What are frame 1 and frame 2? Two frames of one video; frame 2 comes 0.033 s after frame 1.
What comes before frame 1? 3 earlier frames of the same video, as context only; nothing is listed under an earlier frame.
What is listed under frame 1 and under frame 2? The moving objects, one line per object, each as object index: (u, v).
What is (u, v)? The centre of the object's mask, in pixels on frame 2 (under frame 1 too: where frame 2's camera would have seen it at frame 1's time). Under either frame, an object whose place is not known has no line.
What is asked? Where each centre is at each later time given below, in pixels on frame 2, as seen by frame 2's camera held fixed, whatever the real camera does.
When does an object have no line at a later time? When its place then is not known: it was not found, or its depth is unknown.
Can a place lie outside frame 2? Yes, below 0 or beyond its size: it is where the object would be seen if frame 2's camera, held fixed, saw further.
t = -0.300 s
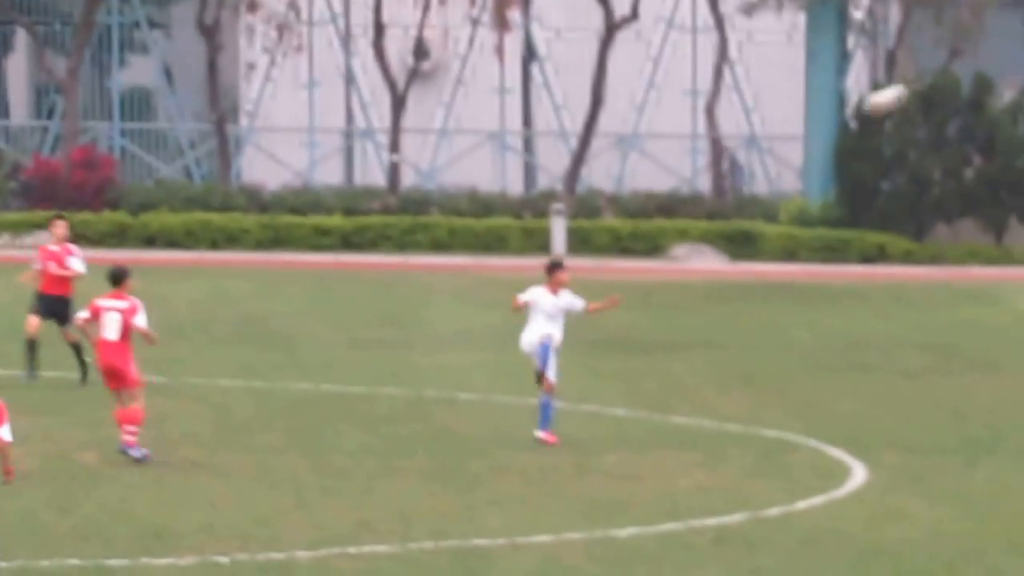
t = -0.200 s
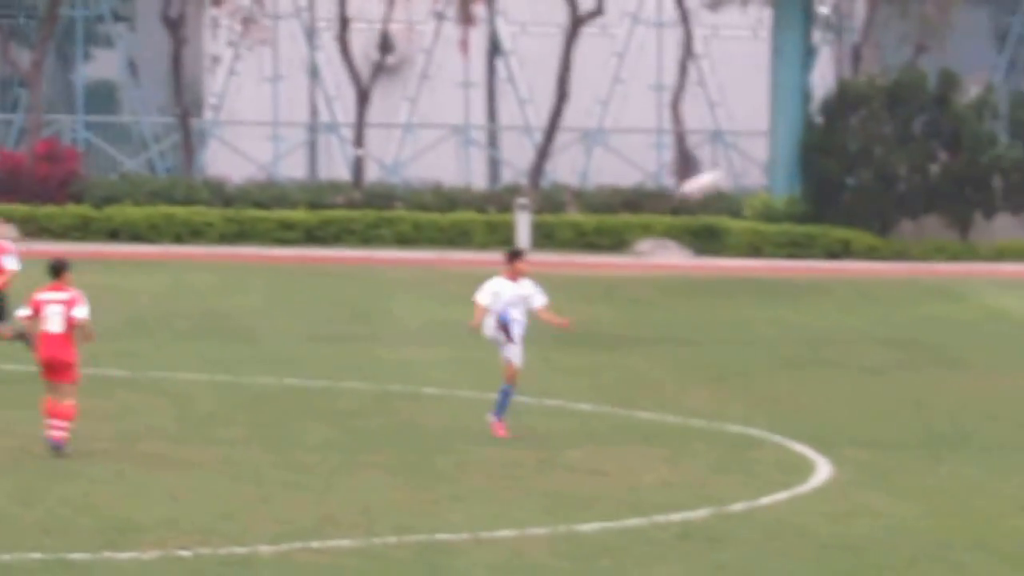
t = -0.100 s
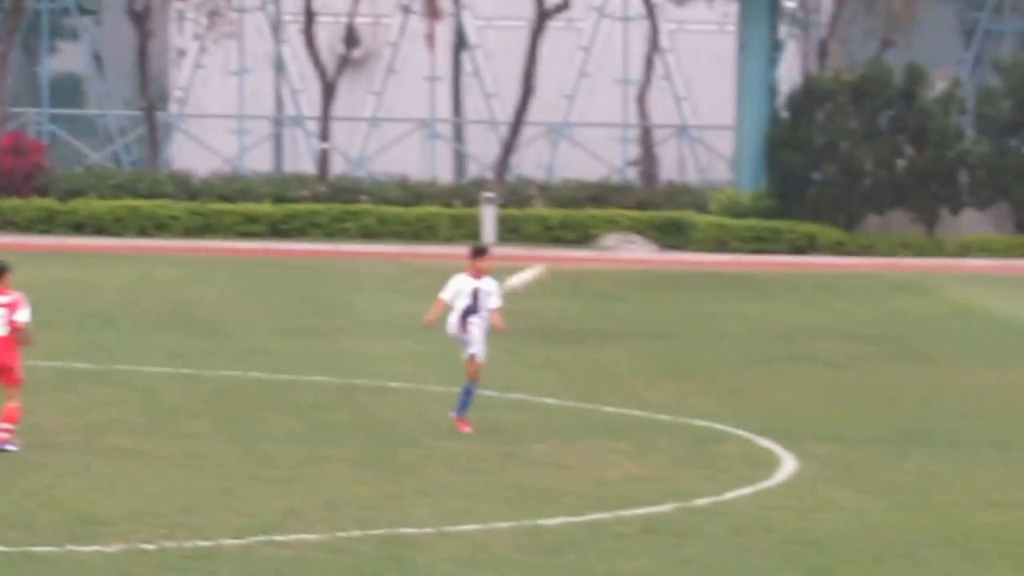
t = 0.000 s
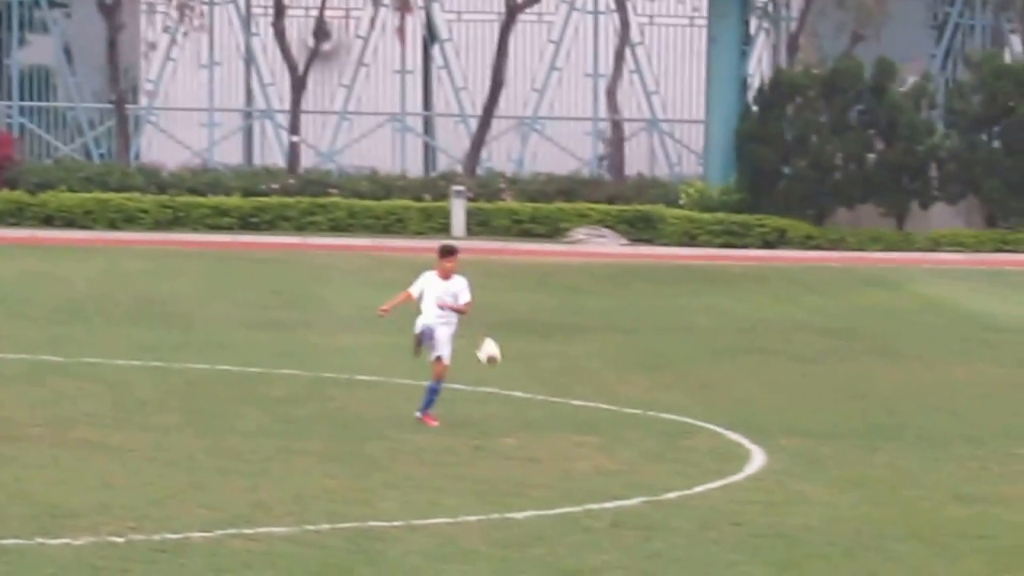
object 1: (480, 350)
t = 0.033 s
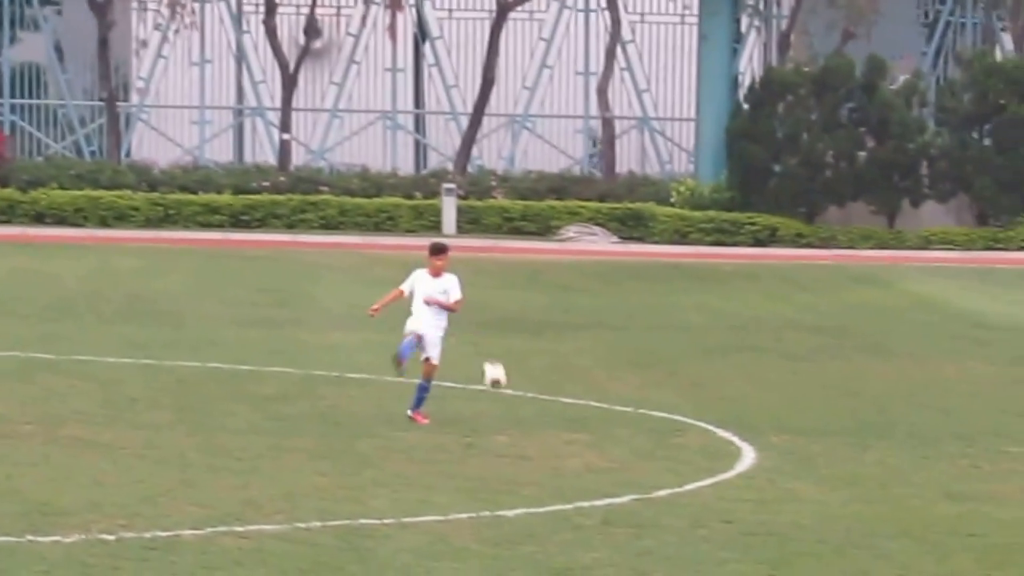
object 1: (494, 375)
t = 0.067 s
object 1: (507, 400)
